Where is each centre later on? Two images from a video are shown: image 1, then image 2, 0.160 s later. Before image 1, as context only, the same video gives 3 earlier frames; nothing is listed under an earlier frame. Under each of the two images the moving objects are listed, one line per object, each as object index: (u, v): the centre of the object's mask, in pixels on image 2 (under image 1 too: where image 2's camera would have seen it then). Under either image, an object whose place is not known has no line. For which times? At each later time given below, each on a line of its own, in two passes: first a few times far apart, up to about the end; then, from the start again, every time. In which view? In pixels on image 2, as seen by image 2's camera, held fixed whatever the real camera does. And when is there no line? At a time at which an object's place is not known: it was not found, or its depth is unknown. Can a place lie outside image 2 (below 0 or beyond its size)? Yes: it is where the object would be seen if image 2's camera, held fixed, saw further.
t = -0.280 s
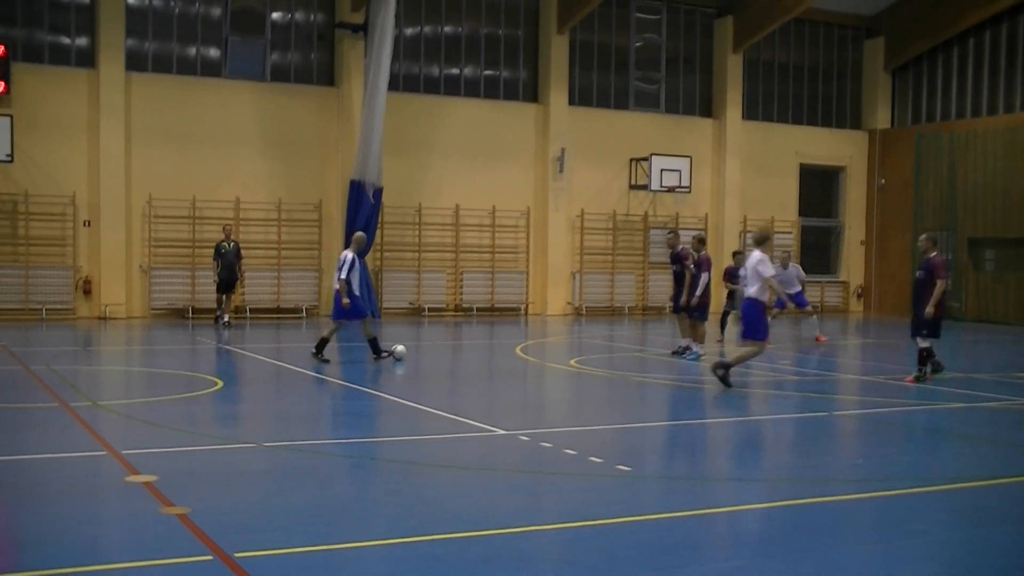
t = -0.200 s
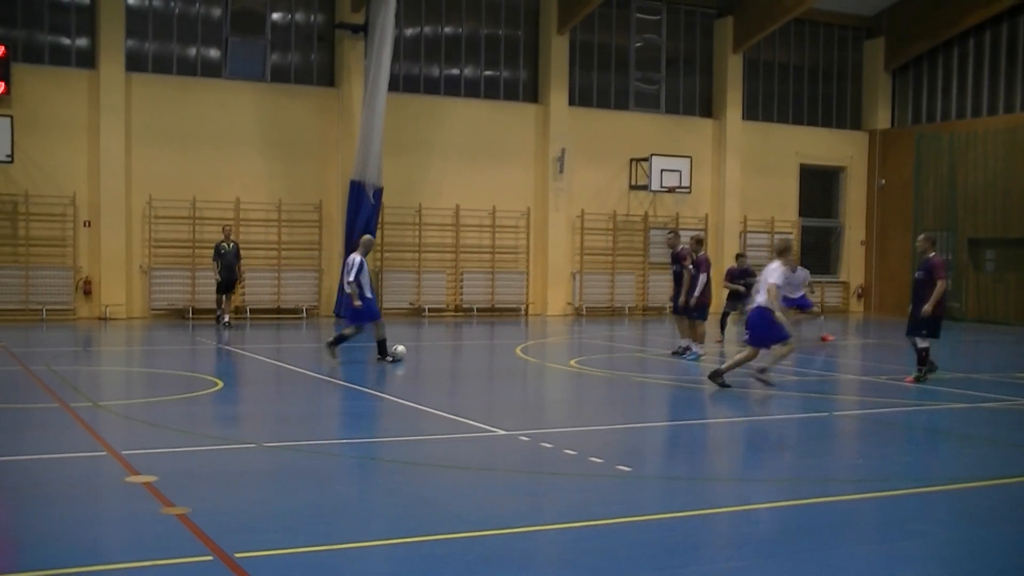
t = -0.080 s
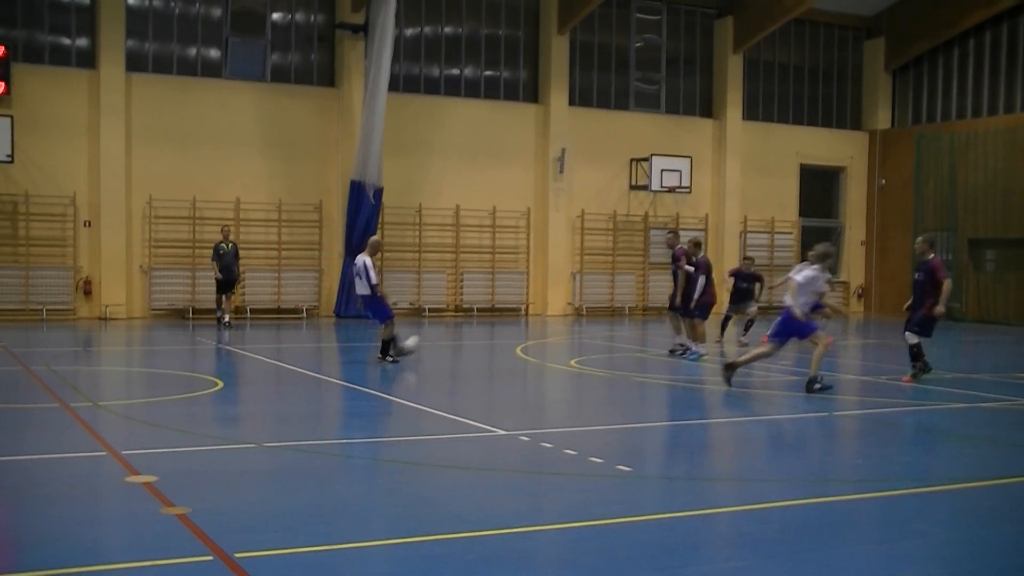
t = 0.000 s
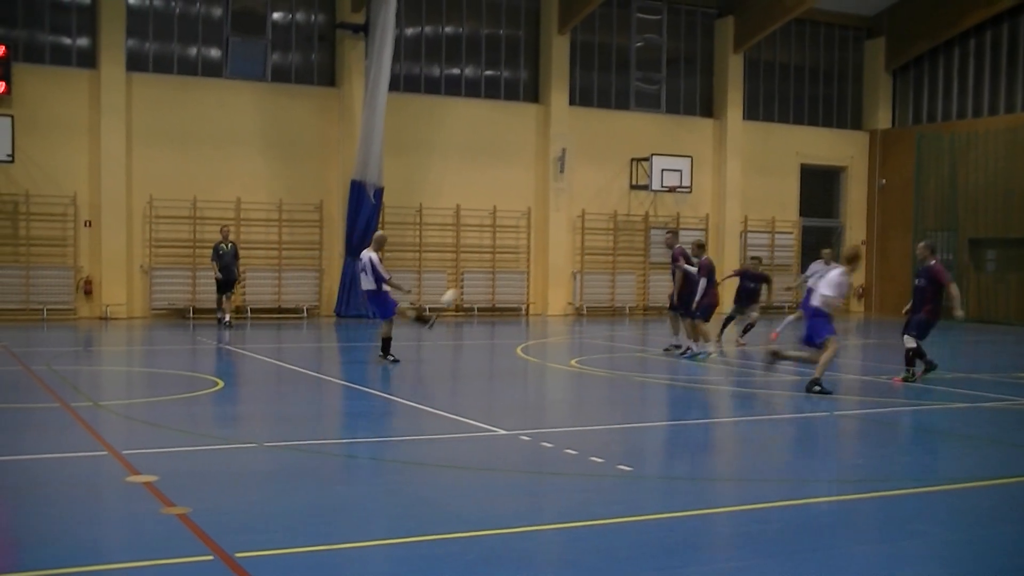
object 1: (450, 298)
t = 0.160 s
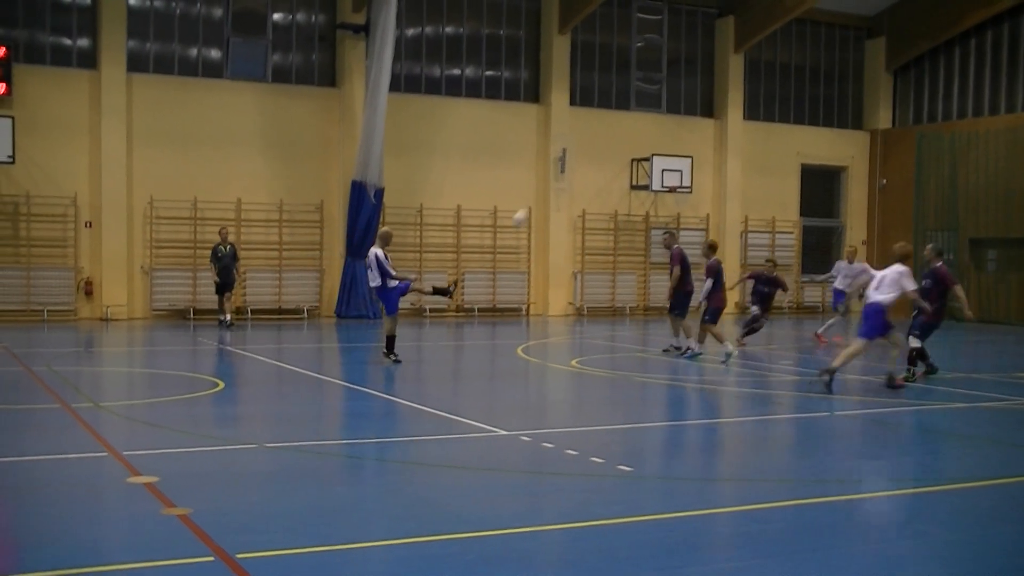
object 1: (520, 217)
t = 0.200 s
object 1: (536, 201)
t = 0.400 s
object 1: (615, 137)
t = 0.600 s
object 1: (688, 107)
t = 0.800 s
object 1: (753, 104)
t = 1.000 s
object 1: (812, 125)
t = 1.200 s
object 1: (868, 172)
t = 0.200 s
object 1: (536, 201)
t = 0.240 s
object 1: (553, 185)
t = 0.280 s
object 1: (568, 171)
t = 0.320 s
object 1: (585, 159)
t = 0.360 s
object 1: (600, 147)
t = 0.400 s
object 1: (615, 137)
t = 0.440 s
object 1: (631, 129)
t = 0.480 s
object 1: (646, 121)
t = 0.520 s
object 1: (660, 114)
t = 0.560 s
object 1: (674, 109)
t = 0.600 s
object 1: (688, 107)
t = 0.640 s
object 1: (701, 105)
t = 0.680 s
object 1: (714, 103)
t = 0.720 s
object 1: (726, 102)
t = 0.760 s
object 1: (740, 102)
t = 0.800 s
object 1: (753, 104)
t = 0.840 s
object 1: (766, 107)
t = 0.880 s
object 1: (777, 110)
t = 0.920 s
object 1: (790, 115)
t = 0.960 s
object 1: (801, 119)
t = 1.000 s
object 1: (812, 125)
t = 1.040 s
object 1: (824, 133)
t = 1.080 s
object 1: (835, 141)
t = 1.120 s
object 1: (847, 151)
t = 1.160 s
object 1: (857, 160)
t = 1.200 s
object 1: (868, 172)
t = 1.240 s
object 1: (878, 184)
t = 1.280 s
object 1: (888, 197)
